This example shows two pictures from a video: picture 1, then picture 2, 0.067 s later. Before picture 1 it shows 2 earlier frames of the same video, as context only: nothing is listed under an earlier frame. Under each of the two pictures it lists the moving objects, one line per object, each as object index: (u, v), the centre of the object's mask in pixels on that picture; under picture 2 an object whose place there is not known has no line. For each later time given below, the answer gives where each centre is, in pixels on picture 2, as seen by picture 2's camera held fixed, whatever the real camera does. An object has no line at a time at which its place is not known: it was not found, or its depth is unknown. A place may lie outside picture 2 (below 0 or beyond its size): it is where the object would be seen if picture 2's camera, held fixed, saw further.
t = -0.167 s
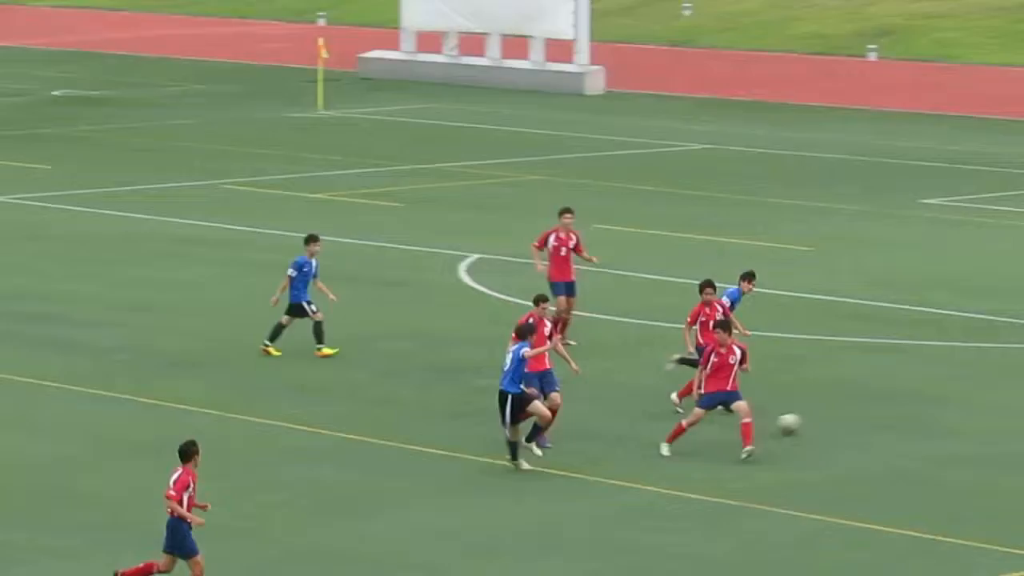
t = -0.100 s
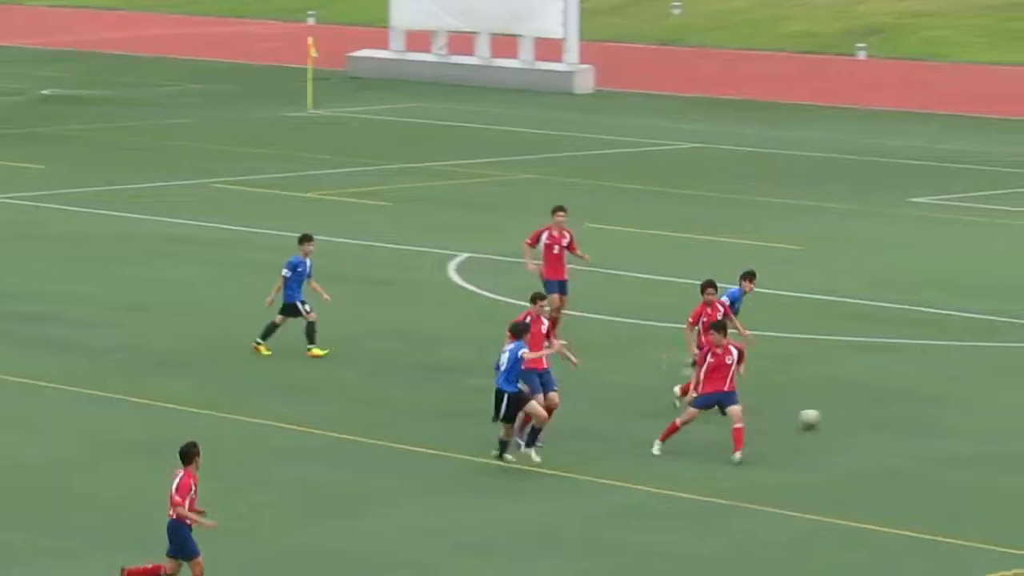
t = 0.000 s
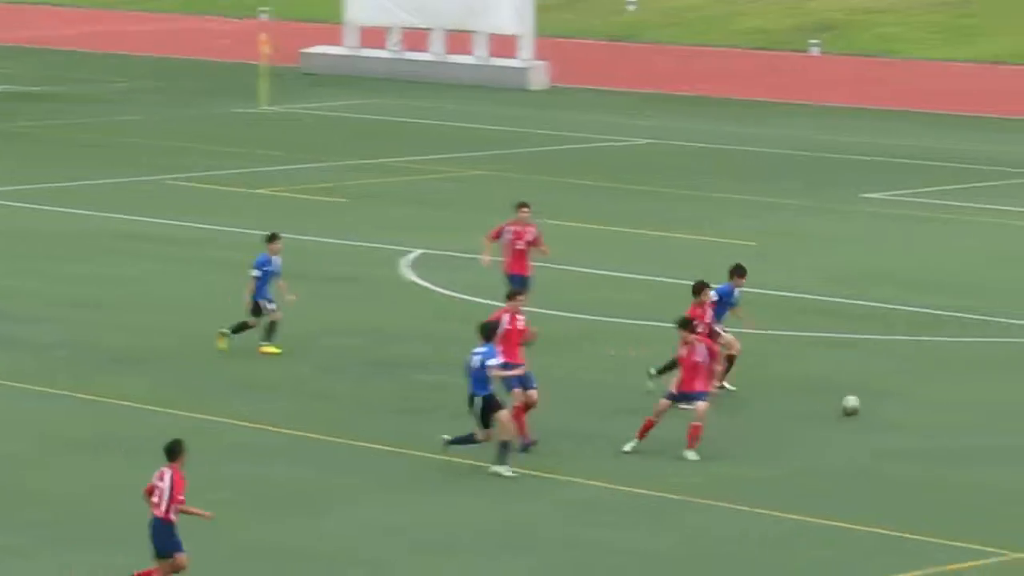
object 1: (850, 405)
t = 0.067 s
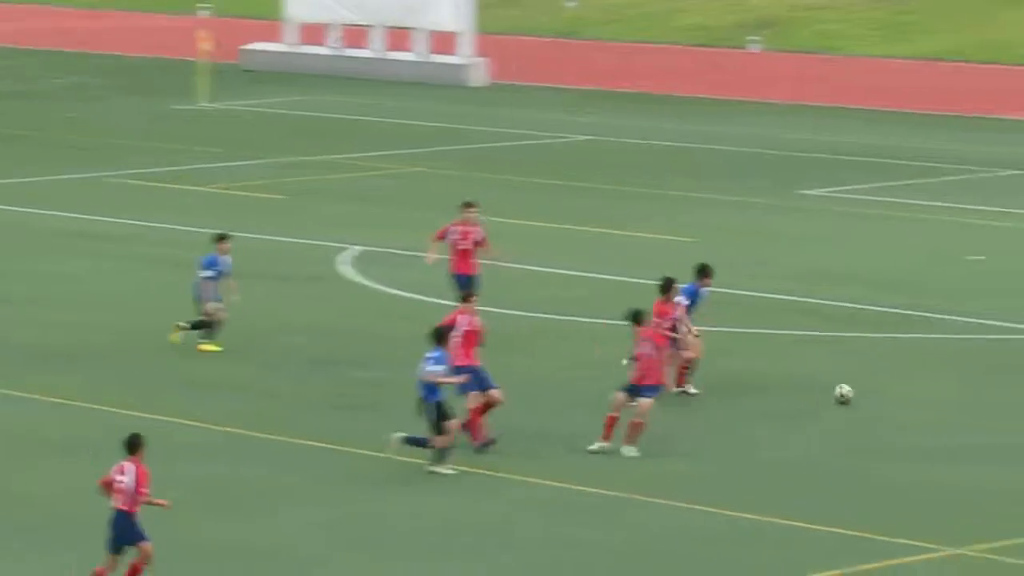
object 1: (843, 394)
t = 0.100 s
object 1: (870, 391)
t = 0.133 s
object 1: (893, 388)
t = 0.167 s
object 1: (919, 385)
